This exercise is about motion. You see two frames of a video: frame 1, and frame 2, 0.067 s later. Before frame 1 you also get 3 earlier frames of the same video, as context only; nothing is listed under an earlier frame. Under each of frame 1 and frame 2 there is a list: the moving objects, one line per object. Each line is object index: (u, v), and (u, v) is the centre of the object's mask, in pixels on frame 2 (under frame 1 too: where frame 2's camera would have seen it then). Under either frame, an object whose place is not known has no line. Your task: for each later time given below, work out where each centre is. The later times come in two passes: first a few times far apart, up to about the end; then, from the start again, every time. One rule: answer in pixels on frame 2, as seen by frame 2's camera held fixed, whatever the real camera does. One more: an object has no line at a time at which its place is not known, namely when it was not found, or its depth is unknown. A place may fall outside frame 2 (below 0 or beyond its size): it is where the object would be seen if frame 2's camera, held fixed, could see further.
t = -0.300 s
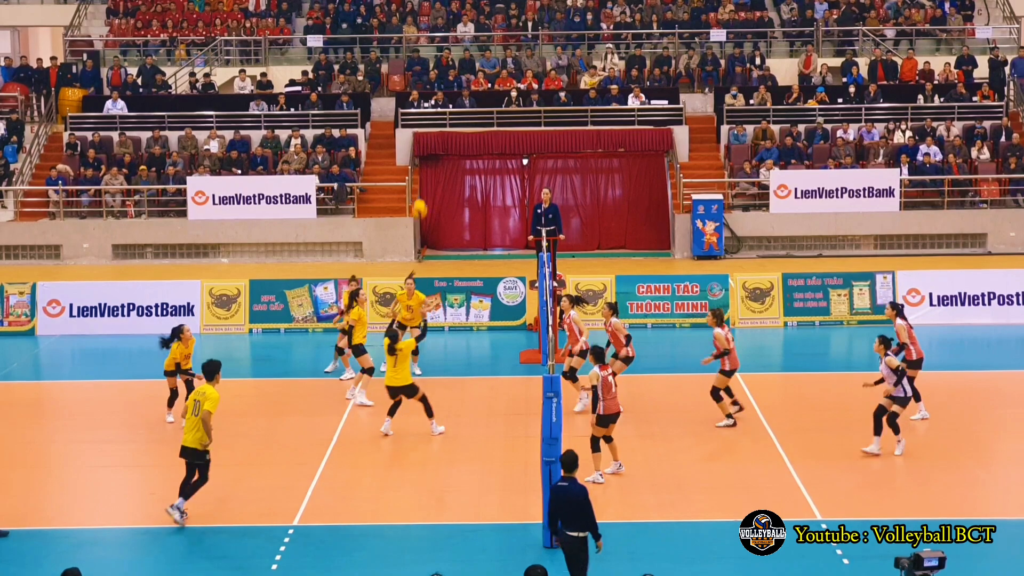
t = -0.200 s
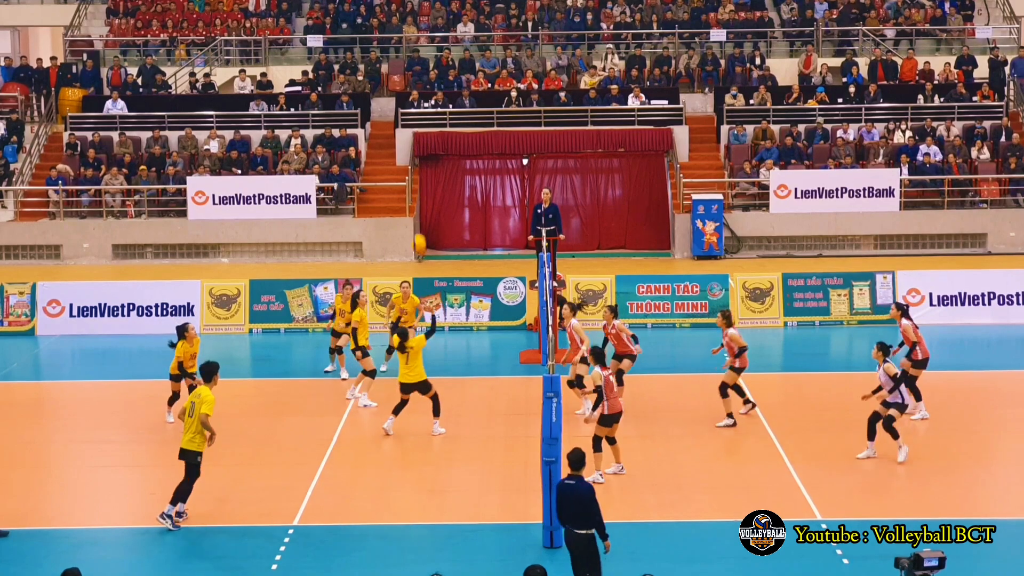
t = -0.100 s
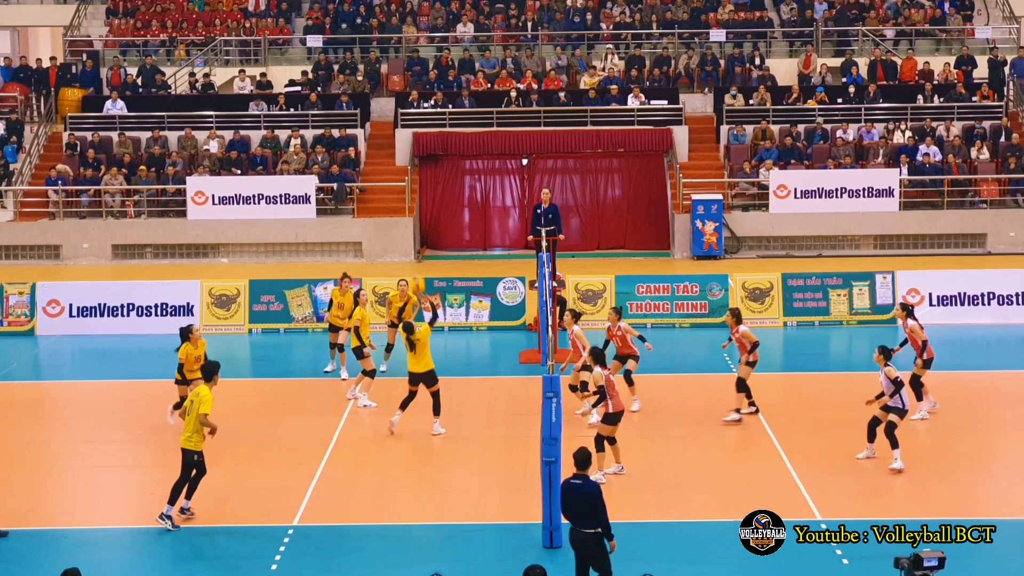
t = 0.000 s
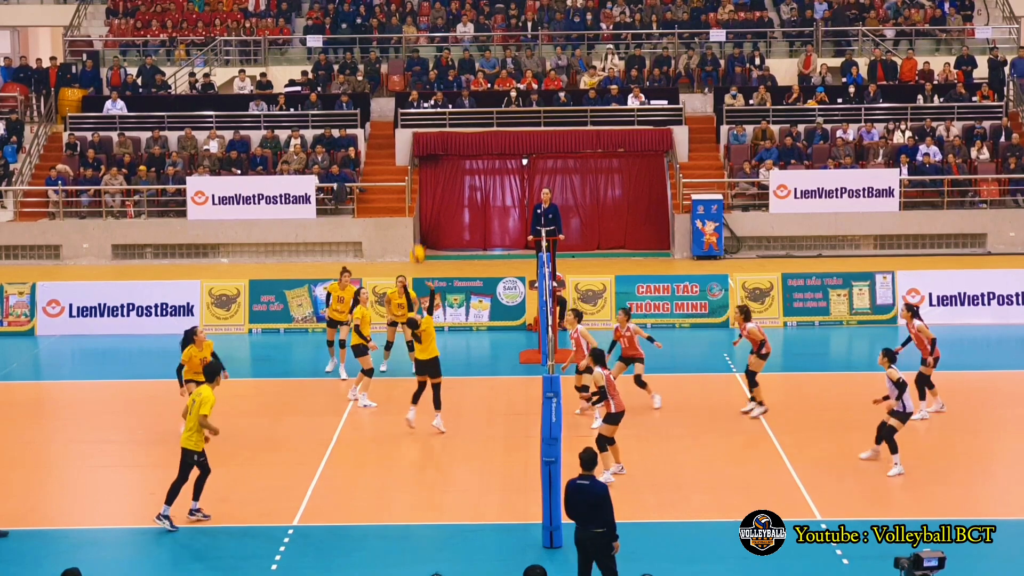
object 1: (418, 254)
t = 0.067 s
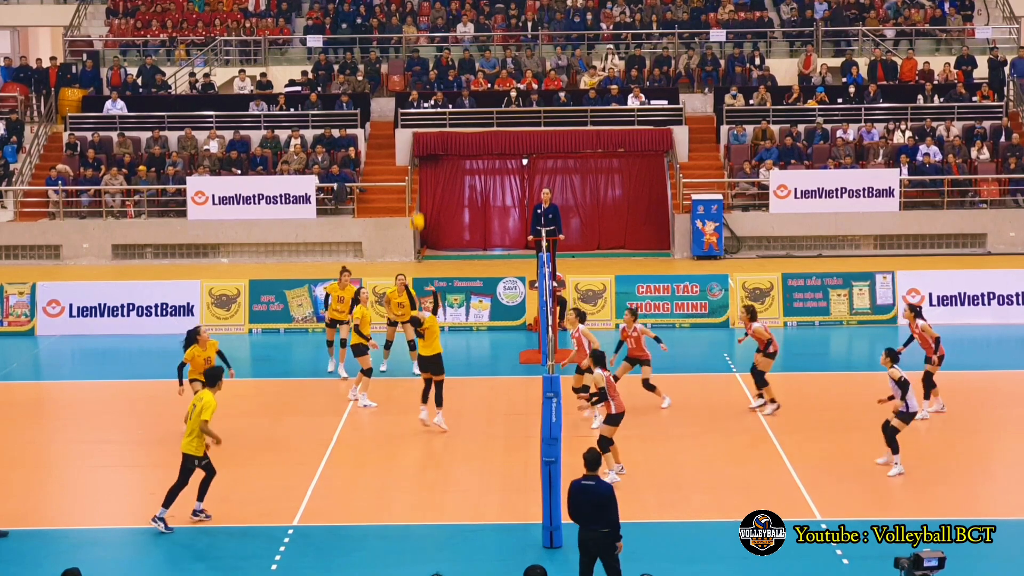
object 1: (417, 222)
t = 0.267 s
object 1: (417, 143)
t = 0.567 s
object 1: (419, 79)
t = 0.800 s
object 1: (421, 75)
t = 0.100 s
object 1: (417, 206)
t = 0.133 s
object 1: (417, 191)
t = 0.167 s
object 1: (417, 178)
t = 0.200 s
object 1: (417, 165)
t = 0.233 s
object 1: (417, 154)
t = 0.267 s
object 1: (417, 143)
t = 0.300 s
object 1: (417, 133)
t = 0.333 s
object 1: (417, 122)
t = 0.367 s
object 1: (418, 113)
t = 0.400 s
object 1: (418, 105)
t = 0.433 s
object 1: (418, 99)
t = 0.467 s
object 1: (418, 92)
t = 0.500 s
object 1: (418, 87)
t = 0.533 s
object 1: (418, 82)
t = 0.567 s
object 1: (419, 79)
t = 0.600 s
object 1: (419, 75)
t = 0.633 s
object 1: (419, 73)
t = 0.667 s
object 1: (419, 72)
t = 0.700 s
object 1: (420, 71)
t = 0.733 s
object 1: (420, 71)
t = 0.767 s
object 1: (420, 73)
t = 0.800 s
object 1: (421, 75)
